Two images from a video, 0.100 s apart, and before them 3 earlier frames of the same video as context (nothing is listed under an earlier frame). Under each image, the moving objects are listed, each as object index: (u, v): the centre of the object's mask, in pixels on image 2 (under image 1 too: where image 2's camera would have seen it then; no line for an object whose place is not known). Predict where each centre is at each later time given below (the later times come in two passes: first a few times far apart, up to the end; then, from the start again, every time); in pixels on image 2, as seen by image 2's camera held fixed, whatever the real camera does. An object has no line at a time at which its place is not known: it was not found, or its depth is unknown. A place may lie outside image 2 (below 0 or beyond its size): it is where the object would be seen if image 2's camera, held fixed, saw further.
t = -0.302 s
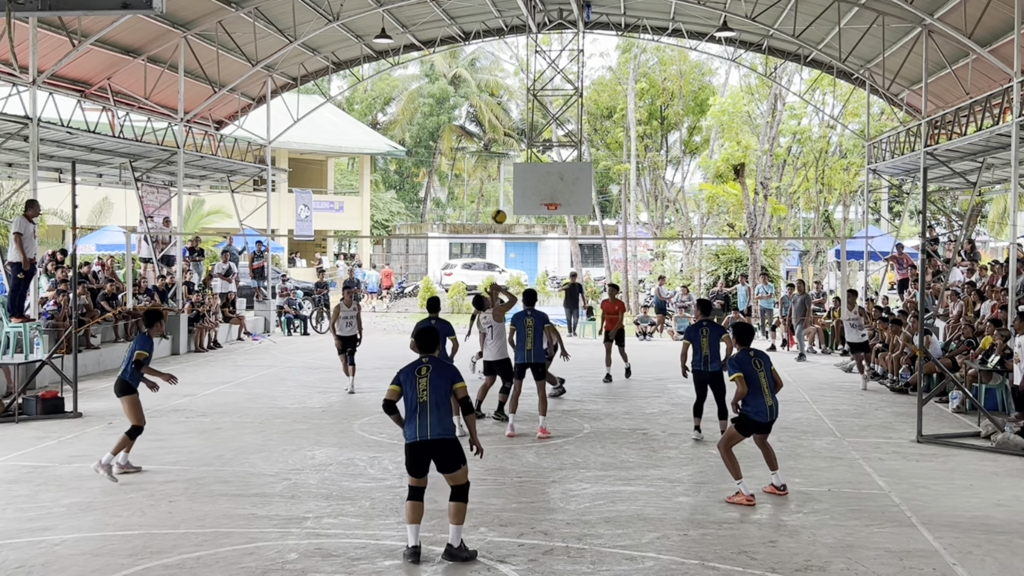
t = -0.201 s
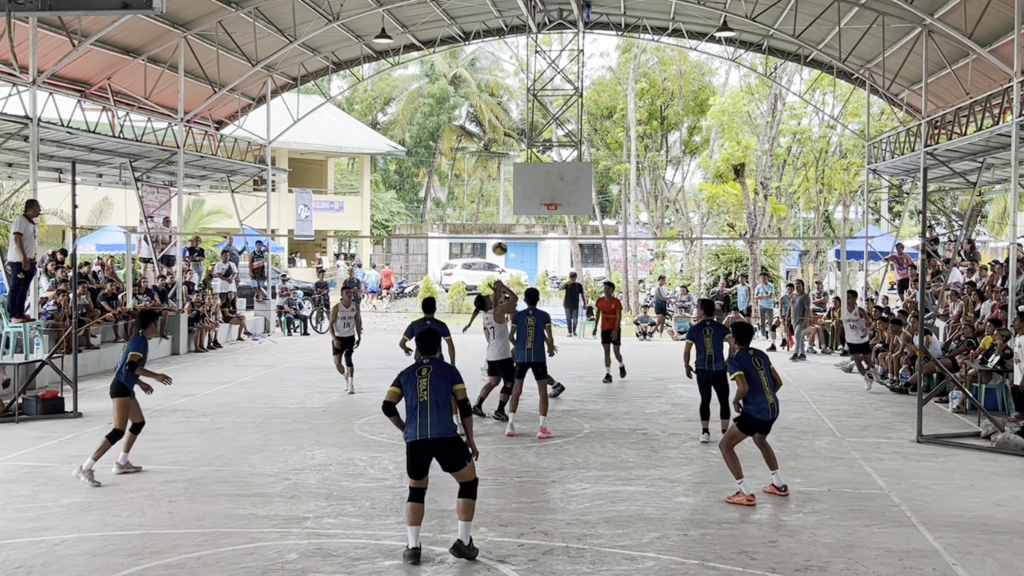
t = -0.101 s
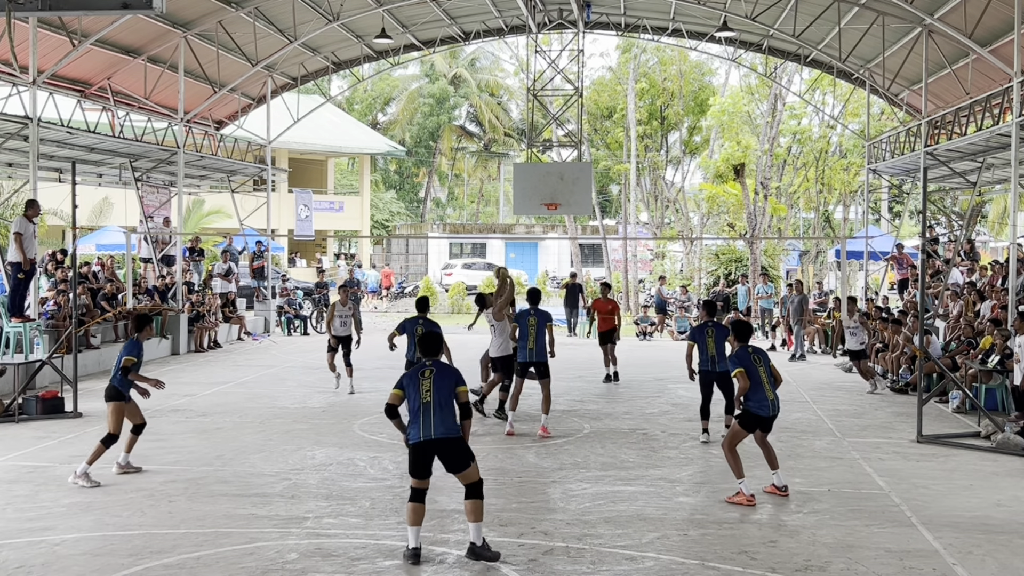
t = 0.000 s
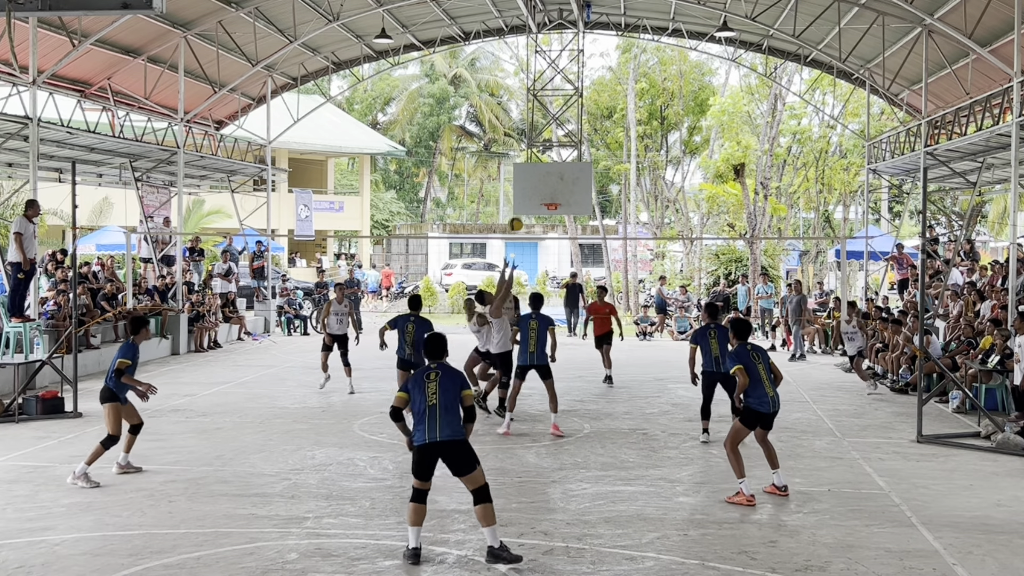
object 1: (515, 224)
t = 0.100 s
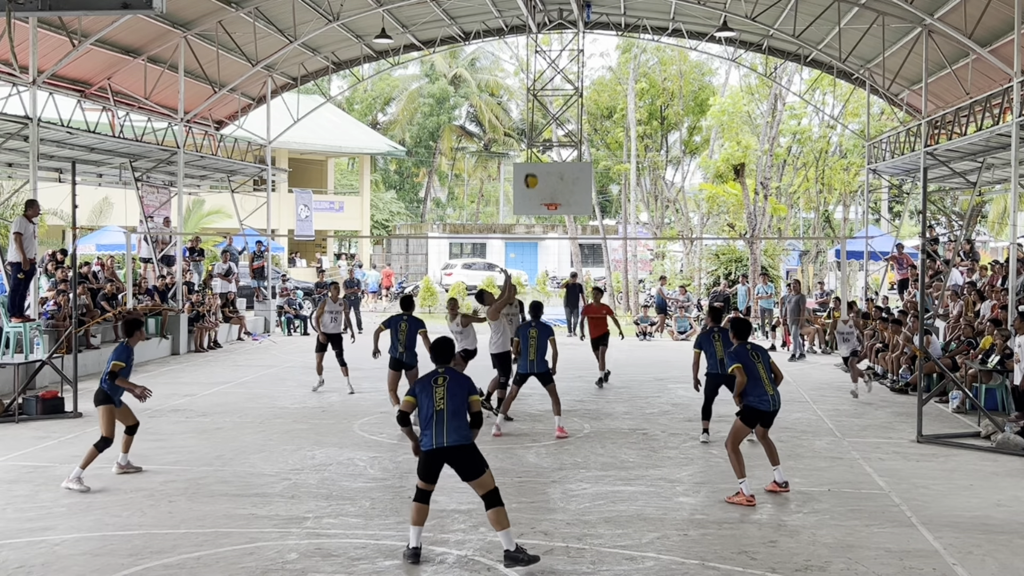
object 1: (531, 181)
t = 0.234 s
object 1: (550, 135)
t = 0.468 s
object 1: (584, 88)
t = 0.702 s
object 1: (616, 79)
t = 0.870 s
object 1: (639, 98)
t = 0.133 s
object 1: (536, 168)
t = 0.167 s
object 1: (540, 156)
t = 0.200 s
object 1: (545, 145)
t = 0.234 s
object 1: (550, 135)
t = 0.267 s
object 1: (555, 125)
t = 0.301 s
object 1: (560, 117)
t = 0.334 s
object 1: (565, 110)
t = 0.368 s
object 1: (570, 103)
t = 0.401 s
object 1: (575, 97)
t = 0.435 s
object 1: (579, 92)
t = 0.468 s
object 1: (584, 88)
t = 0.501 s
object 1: (589, 84)
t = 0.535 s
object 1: (593, 81)
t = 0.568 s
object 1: (598, 79)
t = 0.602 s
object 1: (602, 78)
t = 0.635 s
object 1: (607, 78)
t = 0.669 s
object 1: (612, 78)
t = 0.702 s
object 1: (616, 79)
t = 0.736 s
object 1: (621, 82)
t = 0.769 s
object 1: (625, 84)
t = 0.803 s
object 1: (630, 88)
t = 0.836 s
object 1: (635, 93)
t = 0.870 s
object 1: (639, 98)
